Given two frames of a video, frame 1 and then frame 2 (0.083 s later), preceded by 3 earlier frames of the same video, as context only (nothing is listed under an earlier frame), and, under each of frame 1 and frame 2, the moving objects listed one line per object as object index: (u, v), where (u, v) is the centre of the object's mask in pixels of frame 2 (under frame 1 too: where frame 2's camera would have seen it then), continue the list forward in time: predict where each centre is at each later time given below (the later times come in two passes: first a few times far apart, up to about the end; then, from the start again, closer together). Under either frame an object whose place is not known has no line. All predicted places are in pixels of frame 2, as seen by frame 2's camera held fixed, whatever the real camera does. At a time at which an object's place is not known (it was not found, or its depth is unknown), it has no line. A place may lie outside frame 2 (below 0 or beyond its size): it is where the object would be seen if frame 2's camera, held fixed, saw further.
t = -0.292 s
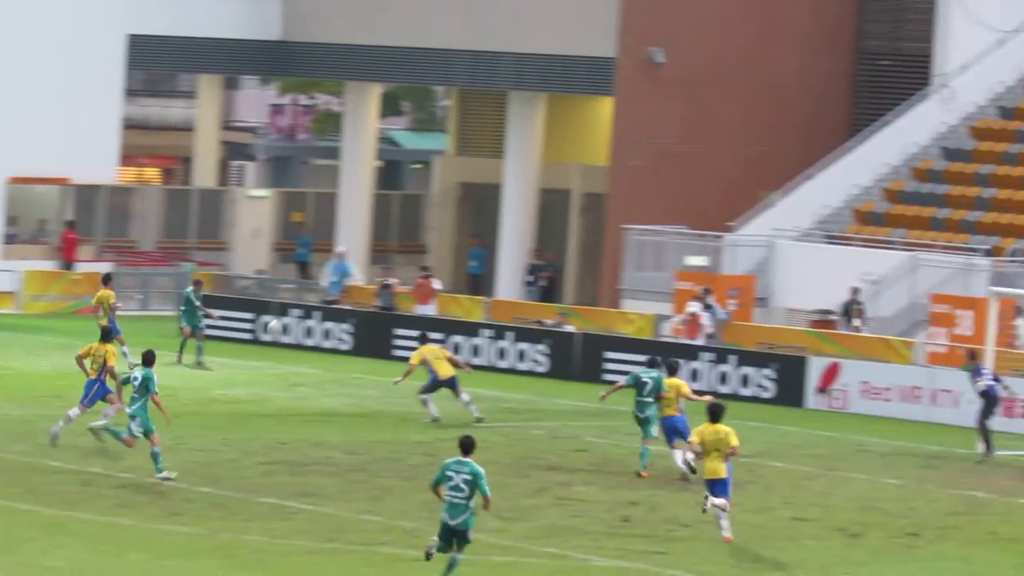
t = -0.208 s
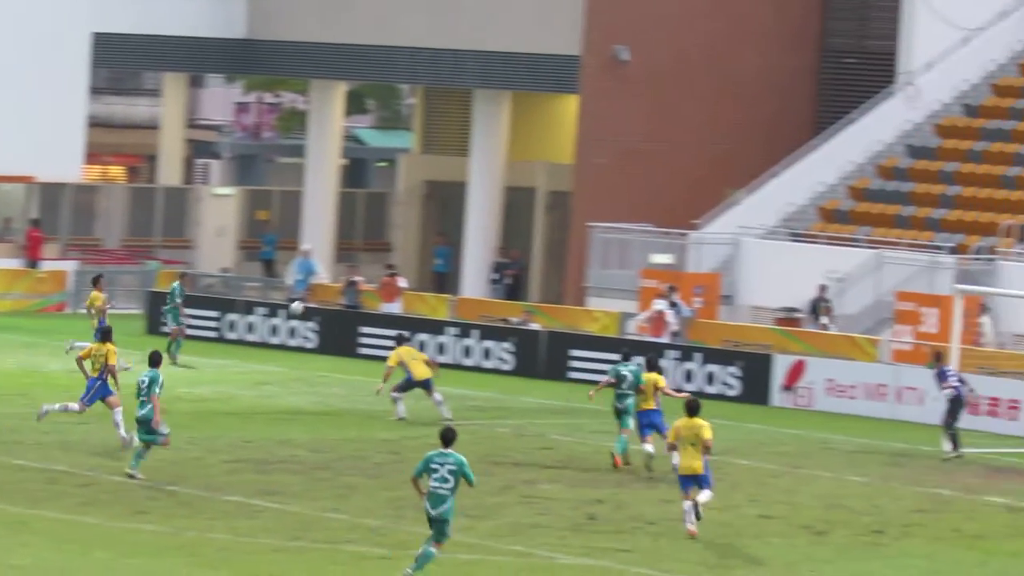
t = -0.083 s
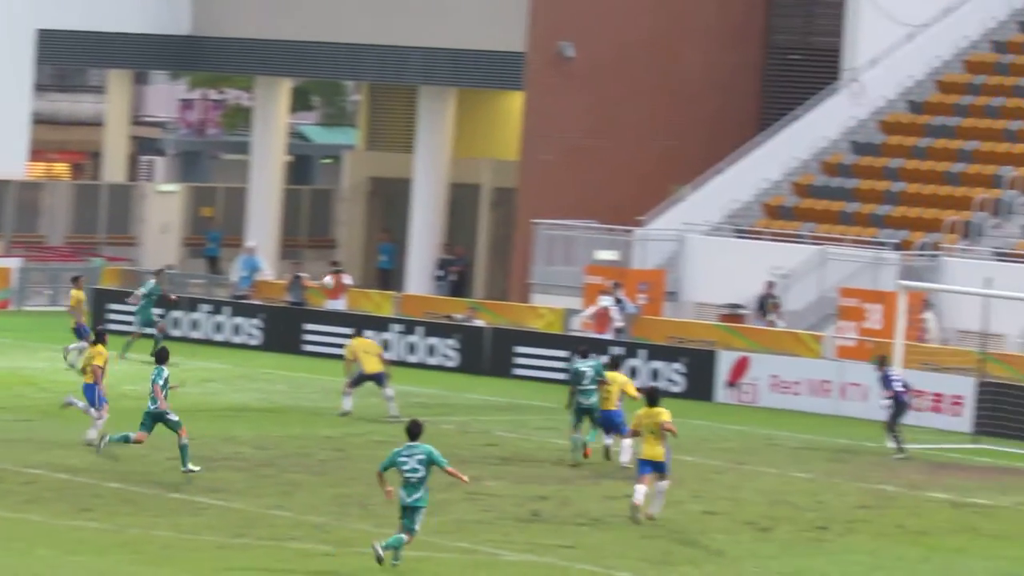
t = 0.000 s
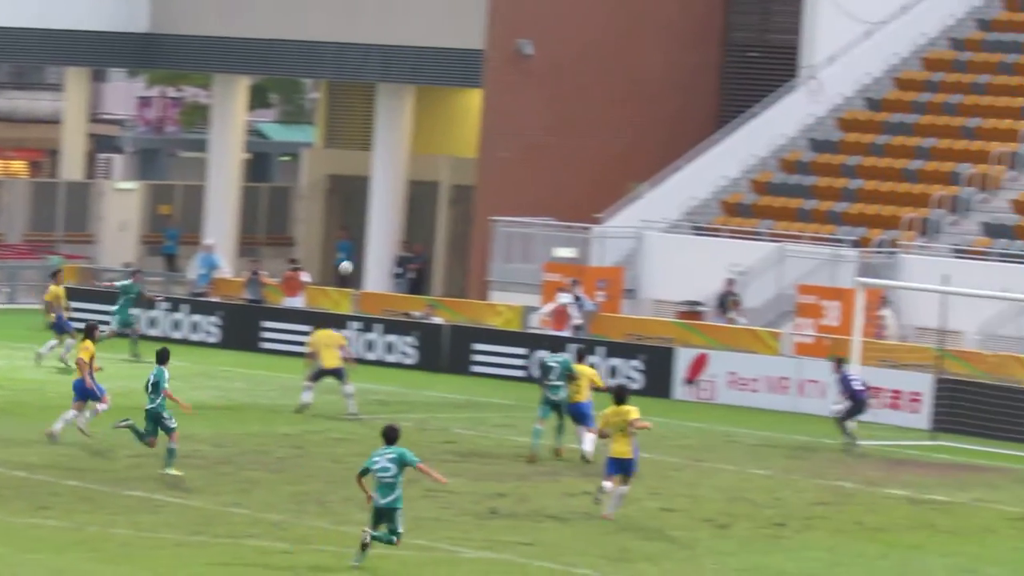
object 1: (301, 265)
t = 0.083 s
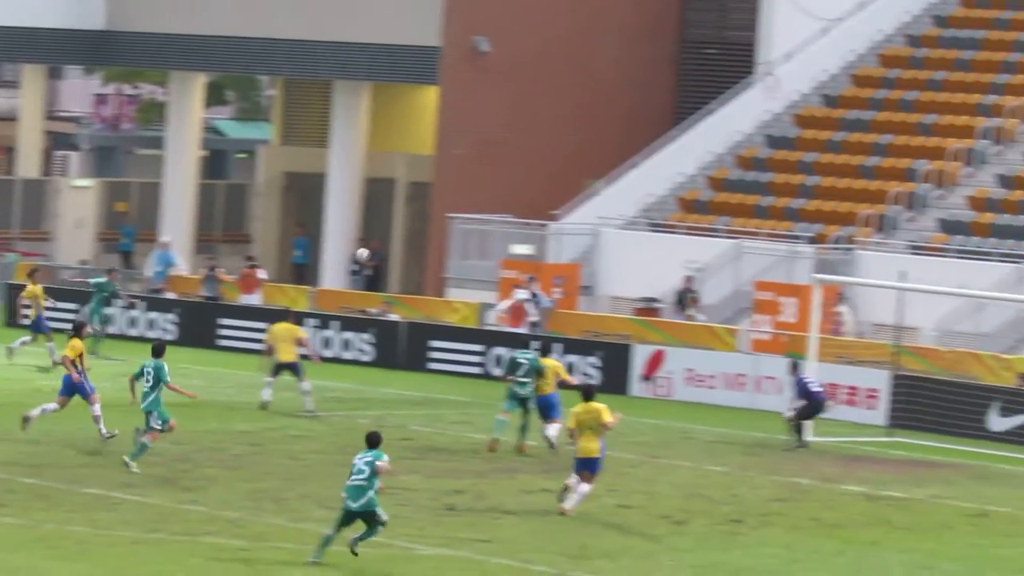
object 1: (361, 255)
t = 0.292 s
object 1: (513, 240)
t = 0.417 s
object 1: (604, 239)
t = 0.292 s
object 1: (513, 240)
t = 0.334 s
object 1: (542, 239)
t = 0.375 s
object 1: (574, 239)
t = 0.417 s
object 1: (604, 239)
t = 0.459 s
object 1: (635, 240)
